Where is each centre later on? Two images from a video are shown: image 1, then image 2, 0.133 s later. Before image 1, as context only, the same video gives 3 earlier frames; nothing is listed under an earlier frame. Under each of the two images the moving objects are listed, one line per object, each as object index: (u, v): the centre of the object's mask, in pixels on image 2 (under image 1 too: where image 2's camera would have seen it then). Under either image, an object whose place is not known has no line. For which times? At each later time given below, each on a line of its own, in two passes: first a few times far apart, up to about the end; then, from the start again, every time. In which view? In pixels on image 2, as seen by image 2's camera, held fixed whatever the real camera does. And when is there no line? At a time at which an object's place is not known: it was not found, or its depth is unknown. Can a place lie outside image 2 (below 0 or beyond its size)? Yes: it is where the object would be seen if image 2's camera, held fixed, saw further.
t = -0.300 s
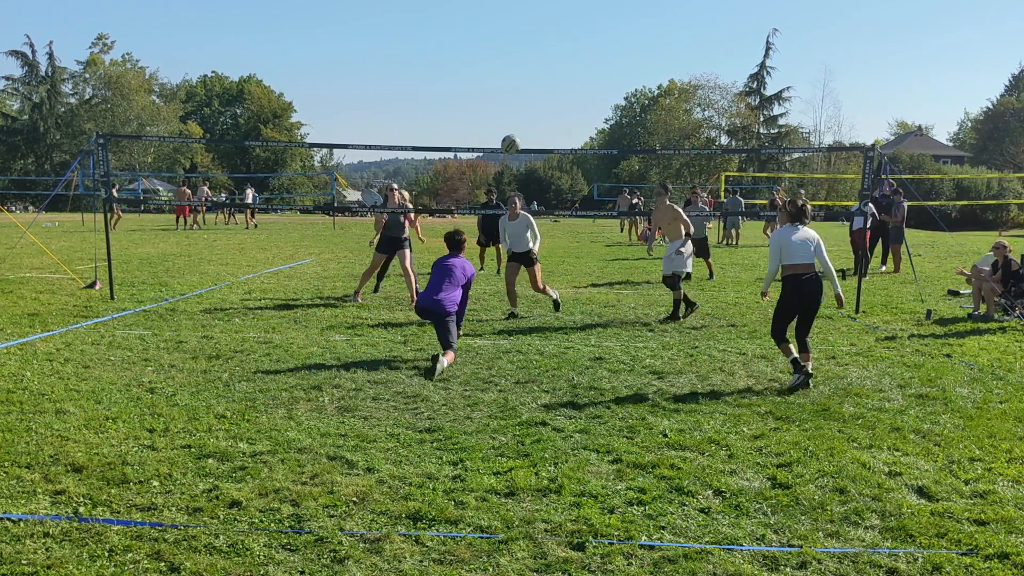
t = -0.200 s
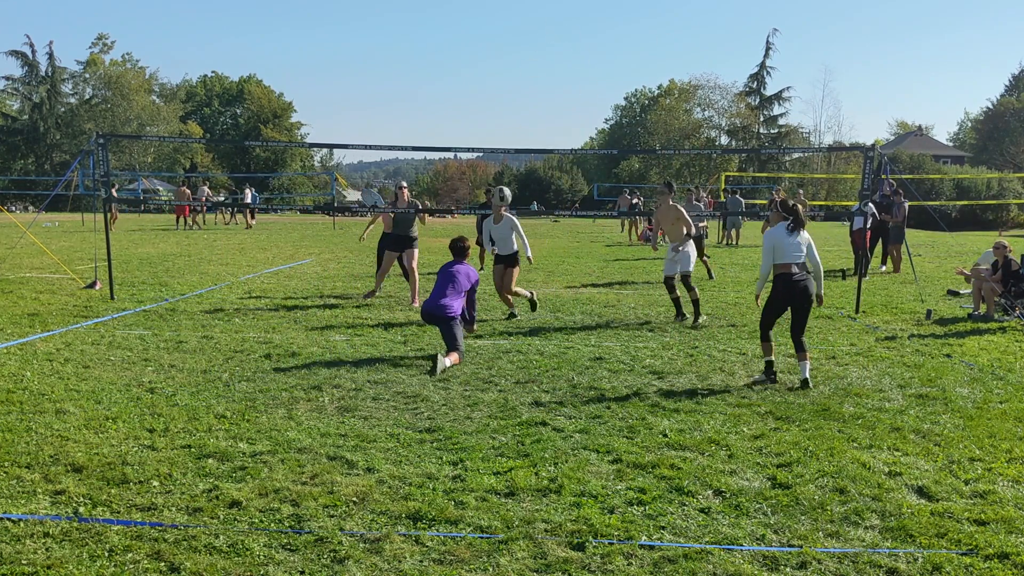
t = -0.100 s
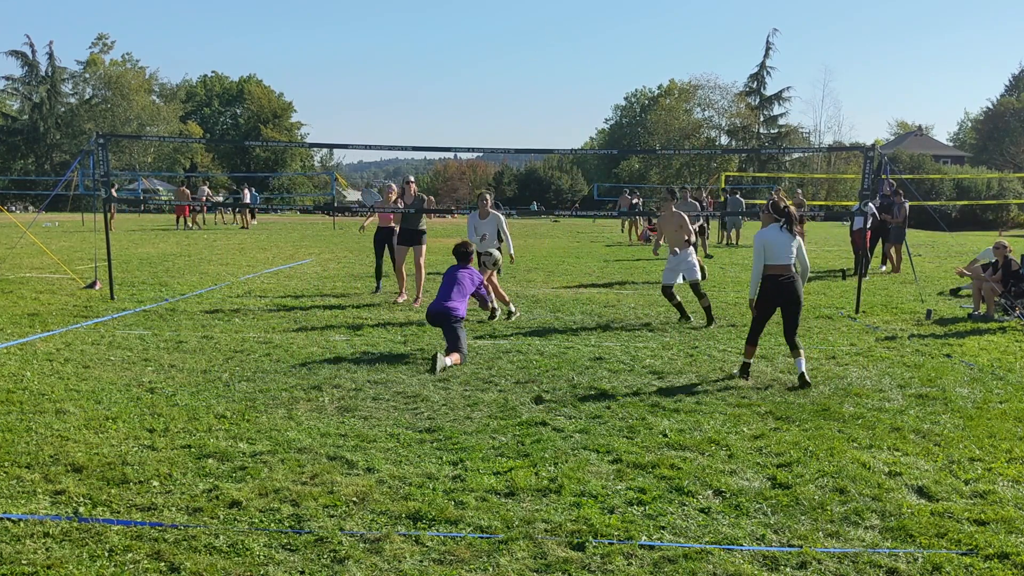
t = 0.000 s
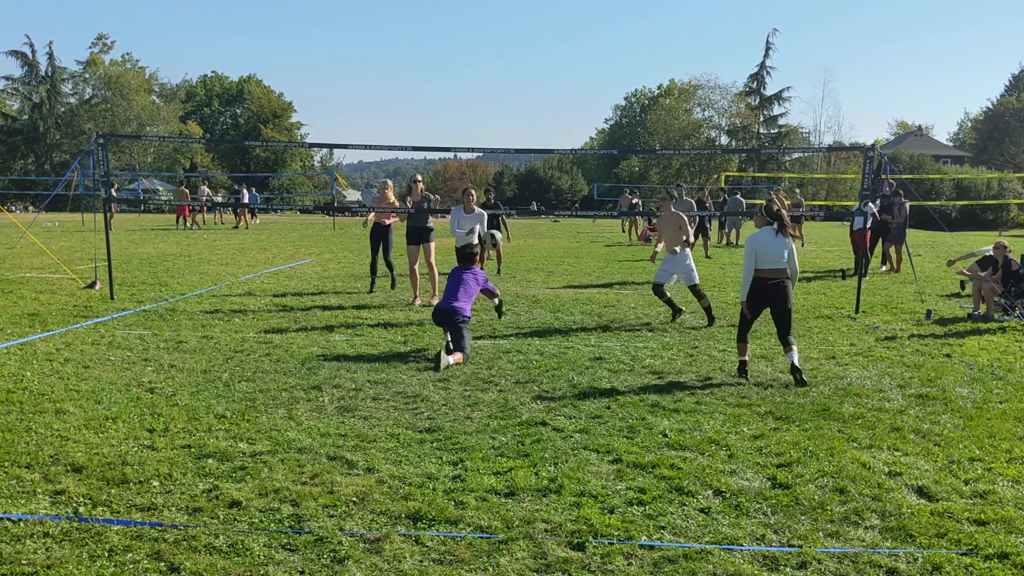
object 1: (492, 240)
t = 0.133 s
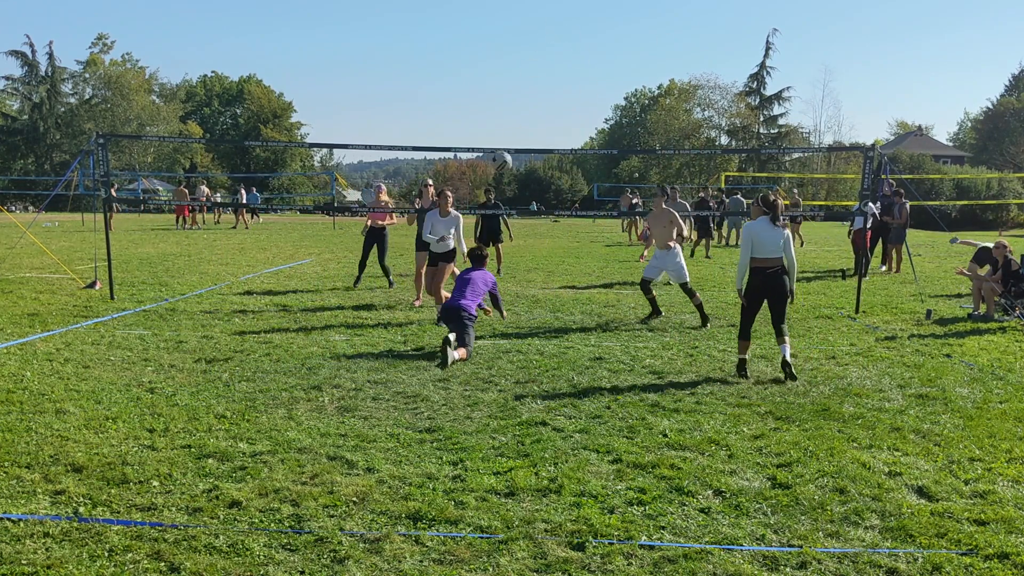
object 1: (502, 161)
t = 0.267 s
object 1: (510, 101)
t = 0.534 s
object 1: (526, 30)
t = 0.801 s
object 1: (540, 27)
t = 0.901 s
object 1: (545, 44)
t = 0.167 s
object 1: (503, 145)
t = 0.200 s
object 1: (506, 129)
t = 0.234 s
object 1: (508, 115)
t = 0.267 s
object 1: (510, 101)
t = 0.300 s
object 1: (512, 88)
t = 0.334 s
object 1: (514, 76)
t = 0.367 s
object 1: (516, 66)
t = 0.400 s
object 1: (518, 56)
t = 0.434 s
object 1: (520, 48)
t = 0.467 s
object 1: (522, 41)
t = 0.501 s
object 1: (524, 35)
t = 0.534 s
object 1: (526, 30)
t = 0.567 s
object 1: (528, 26)
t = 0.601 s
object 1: (530, 23)
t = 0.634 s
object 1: (532, 21)
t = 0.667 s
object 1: (534, 20)
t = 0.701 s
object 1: (535, 20)
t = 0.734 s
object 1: (537, 22)
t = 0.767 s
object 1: (539, 24)
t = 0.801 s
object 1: (540, 27)
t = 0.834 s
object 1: (541, 32)
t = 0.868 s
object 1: (543, 37)
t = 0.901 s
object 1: (545, 44)
